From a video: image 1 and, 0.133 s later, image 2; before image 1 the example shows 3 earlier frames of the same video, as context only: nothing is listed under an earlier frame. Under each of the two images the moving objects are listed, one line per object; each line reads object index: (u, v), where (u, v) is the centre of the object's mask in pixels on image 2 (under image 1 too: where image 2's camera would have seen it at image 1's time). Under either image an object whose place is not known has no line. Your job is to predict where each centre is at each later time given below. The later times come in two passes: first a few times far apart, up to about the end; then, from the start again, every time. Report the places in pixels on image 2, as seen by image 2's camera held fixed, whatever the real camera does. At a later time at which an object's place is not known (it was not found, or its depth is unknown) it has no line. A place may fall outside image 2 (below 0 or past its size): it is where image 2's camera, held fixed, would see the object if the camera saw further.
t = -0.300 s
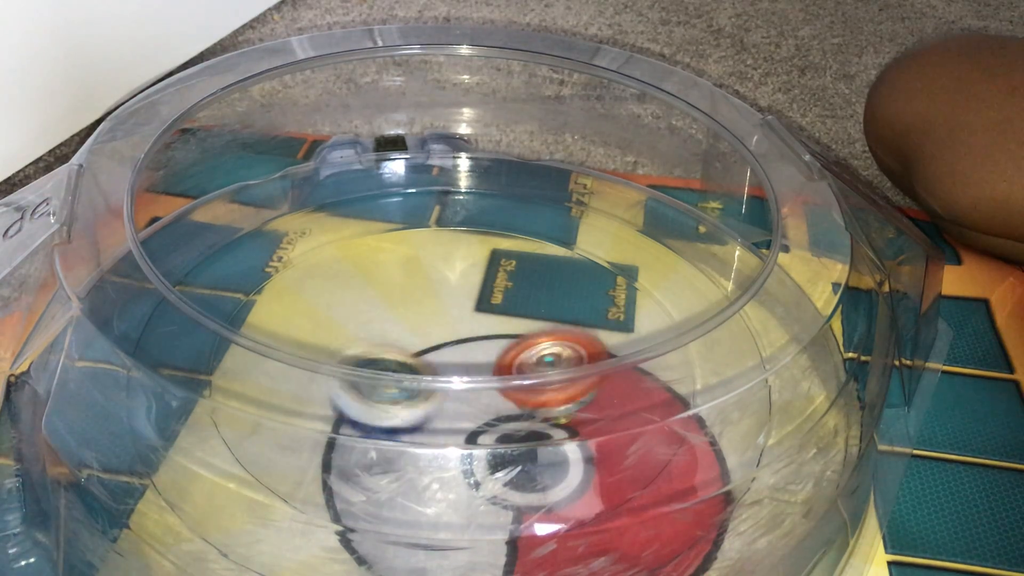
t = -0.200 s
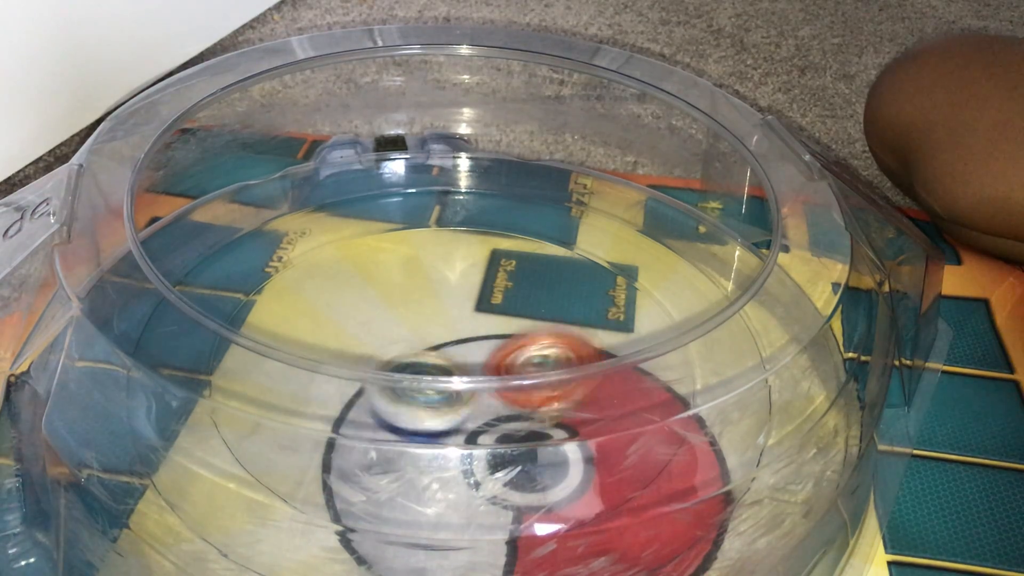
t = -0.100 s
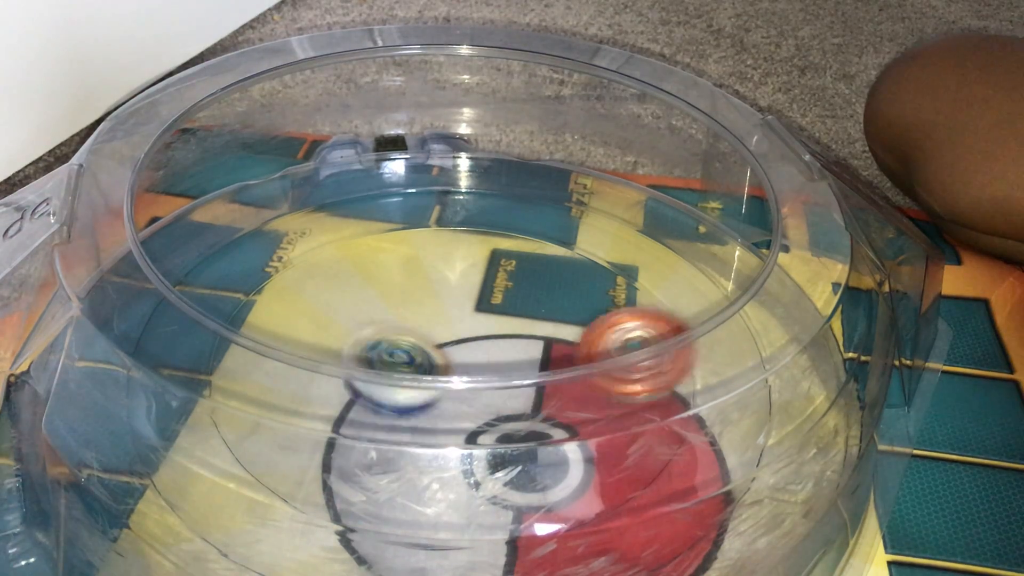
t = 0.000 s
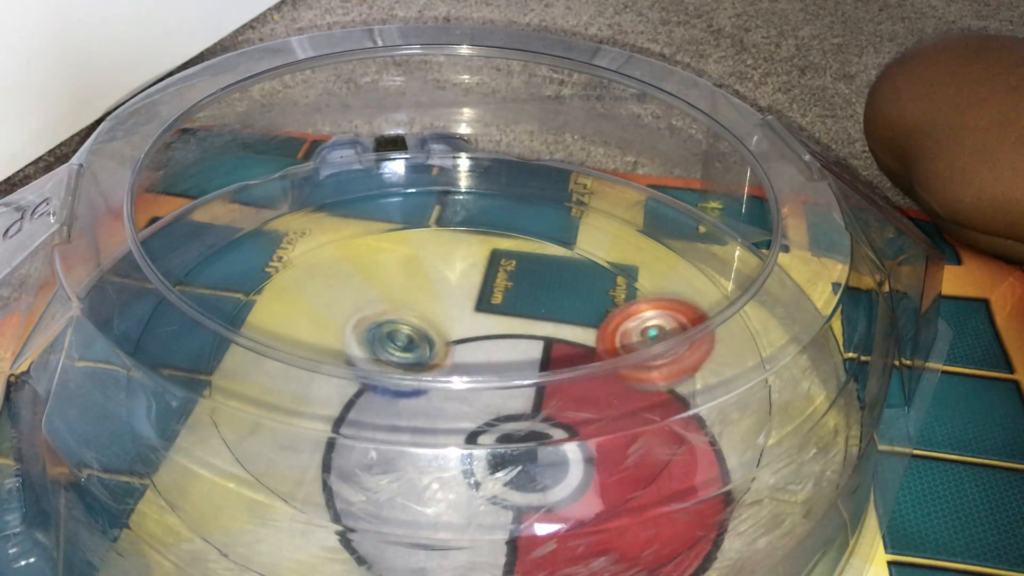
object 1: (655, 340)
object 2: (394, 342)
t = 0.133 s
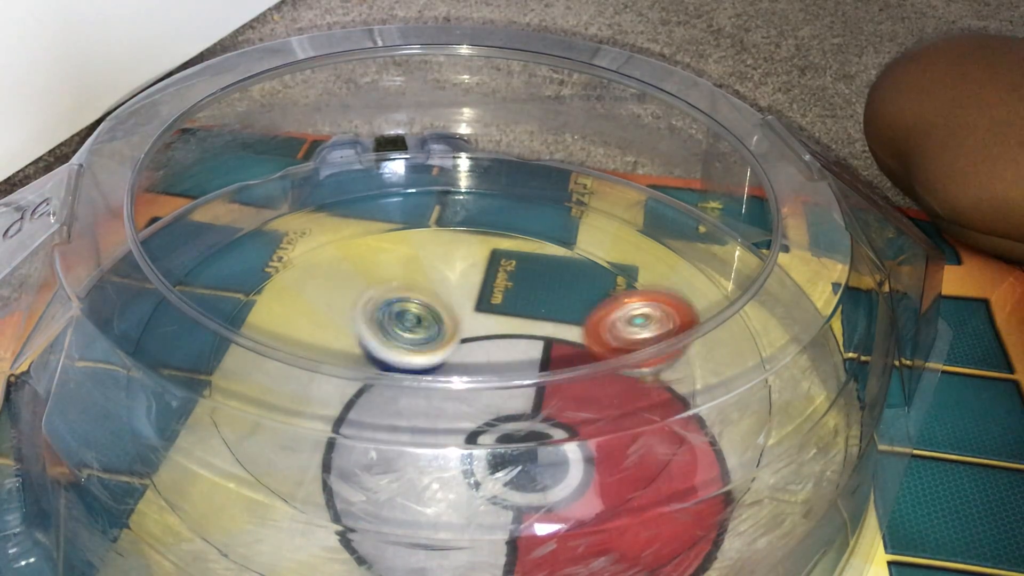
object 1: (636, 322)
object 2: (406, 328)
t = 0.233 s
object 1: (609, 326)
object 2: (419, 318)
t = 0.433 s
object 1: (547, 340)
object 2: (437, 303)
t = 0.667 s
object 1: (502, 377)
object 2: (451, 313)
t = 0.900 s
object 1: (436, 399)
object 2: (476, 322)
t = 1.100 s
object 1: (395, 374)
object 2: (498, 331)
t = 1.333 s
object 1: (388, 340)
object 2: (518, 347)
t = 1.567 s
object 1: (426, 315)
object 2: (515, 370)
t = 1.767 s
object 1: (459, 289)
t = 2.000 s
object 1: (503, 304)
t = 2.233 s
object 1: (544, 333)
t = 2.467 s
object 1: (520, 370)
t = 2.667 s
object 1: (471, 406)
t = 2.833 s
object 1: (431, 408)
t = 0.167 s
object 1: (628, 323)
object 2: (410, 325)
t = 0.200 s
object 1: (619, 324)
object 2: (414, 321)
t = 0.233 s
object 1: (609, 326)
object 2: (419, 318)
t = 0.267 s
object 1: (597, 327)
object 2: (422, 313)
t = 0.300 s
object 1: (585, 328)
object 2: (427, 313)
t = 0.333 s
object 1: (572, 328)
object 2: (432, 312)
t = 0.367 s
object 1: (556, 329)
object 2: (438, 313)
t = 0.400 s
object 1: (543, 331)
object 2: (443, 311)
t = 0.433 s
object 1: (547, 340)
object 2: (437, 303)
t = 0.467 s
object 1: (545, 345)
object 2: (437, 300)
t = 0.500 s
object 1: (540, 356)
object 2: (438, 299)
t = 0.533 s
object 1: (533, 360)
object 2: (439, 299)
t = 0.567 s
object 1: (526, 366)
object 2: (441, 301)
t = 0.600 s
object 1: (517, 369)
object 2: (444, 307)
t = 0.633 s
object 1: (509, 372)
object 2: (448, 312)
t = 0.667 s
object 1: (502, 377)
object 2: (451, 313)
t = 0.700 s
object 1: (494, 390)
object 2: (453, 313)
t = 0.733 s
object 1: (483, 392)
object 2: (454, 314)
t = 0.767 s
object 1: (474, 394)
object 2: (456, 316)
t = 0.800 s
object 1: (465, 395)
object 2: (459, 318)
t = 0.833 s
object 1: (456, 396)
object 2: (464, 320)
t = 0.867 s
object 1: (446, 399)
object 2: (471, 321)
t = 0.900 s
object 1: (436, 399)
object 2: (476, 322)
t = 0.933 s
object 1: (428, 398)
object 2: (482, 322)
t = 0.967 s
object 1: (420, 396)
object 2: (485, 322)
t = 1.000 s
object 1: (413, 393)
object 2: (489, 323)
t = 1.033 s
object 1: (407, 389)
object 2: (493, 325)
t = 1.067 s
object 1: (401, 387)
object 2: (495, 327)
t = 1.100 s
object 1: (395, 374)
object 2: (498, 331)
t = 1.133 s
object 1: (393, 373)
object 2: (500, 333)
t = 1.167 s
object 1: (390, 369)
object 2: (501, 336)
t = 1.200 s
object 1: (390, 364)
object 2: (502, 339)
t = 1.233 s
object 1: (390, 349)
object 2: (503, 342)
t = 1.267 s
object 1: (388, 346)
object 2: (507, 344)
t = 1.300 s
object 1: (386, 343)
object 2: (514, 346)
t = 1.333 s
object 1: (388, 340)
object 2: (518, 347)
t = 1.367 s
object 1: (391, 337)
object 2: (523, 348)
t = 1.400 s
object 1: (395, 333)
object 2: (525, 358)
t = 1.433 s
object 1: (399, 330)
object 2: (527, 361)
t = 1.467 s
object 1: (405, 326)
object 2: (527, 364)
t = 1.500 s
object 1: (411, 322)
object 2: (527, 367)
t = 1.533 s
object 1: (419, 319)
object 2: (523, 369)
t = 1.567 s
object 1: (426, 315)
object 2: (515, 370)
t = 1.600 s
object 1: (429, 306)
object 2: (513, 374)
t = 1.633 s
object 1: (434, 298)
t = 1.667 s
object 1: (440, 294)
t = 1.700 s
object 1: (447, 292)
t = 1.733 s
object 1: (453, 290)
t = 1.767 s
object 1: (459, 289)
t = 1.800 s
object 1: (465, 288)
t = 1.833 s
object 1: (472, 289)
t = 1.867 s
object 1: (479, 291)
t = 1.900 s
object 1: (485, 293)
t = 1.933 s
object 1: (492, 296)
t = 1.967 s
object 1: (498, 300)
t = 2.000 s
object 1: (503, 304)
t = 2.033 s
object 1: (507, 310)
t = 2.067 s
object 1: (510, 316)
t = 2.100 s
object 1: (513, 323)
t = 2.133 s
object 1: (527, 323)
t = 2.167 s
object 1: (538, 326)
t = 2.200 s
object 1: (542, 330)
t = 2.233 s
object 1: (544, 333)
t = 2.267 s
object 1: (544, 336)
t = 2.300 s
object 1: (543, 340)
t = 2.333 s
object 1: (541, 343)
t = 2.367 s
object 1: (538, 347)
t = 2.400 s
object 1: (533, 358)
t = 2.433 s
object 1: (527, 365)
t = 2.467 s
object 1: (520, 370)
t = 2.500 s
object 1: (517, 376)
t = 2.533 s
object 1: (510, 390)
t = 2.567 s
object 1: (503, 392)
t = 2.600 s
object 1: (495, 397)
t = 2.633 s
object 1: (485, 401)
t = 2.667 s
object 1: (471, 406)
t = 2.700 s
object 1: (463, 407)
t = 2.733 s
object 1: (456, 409)
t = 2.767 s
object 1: (450, 409)
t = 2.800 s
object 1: (442, 411)
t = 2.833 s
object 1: (431, 408)
